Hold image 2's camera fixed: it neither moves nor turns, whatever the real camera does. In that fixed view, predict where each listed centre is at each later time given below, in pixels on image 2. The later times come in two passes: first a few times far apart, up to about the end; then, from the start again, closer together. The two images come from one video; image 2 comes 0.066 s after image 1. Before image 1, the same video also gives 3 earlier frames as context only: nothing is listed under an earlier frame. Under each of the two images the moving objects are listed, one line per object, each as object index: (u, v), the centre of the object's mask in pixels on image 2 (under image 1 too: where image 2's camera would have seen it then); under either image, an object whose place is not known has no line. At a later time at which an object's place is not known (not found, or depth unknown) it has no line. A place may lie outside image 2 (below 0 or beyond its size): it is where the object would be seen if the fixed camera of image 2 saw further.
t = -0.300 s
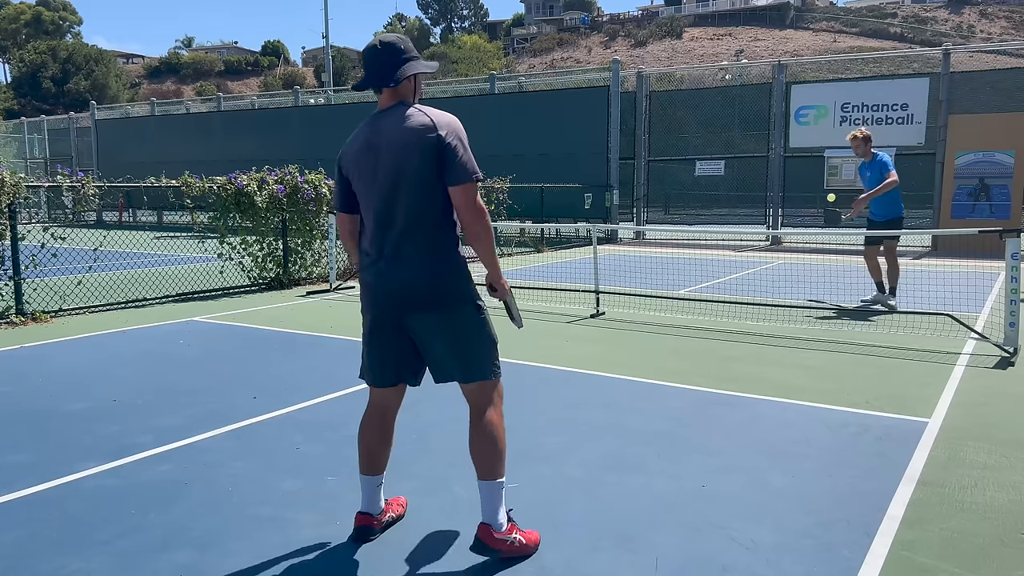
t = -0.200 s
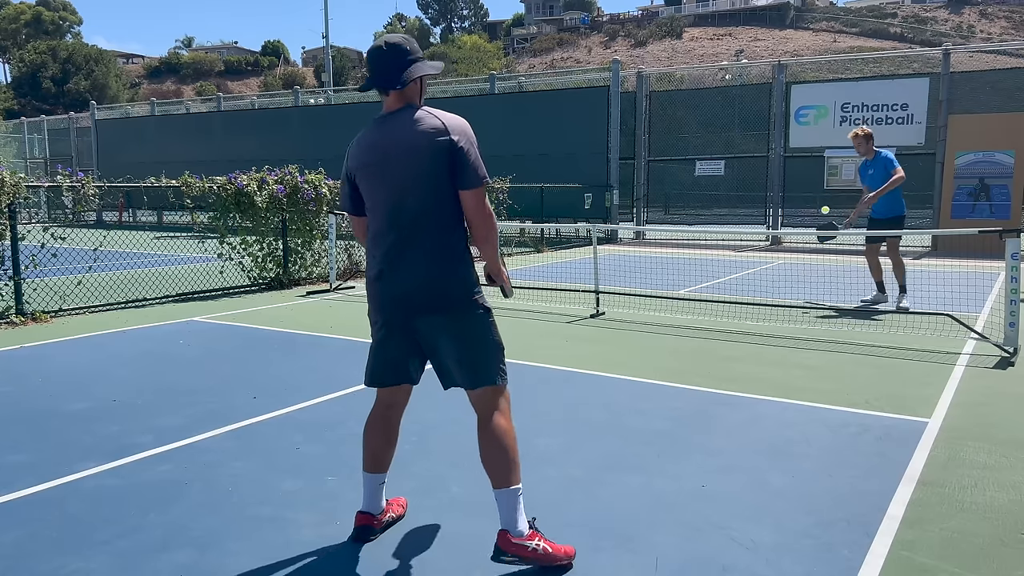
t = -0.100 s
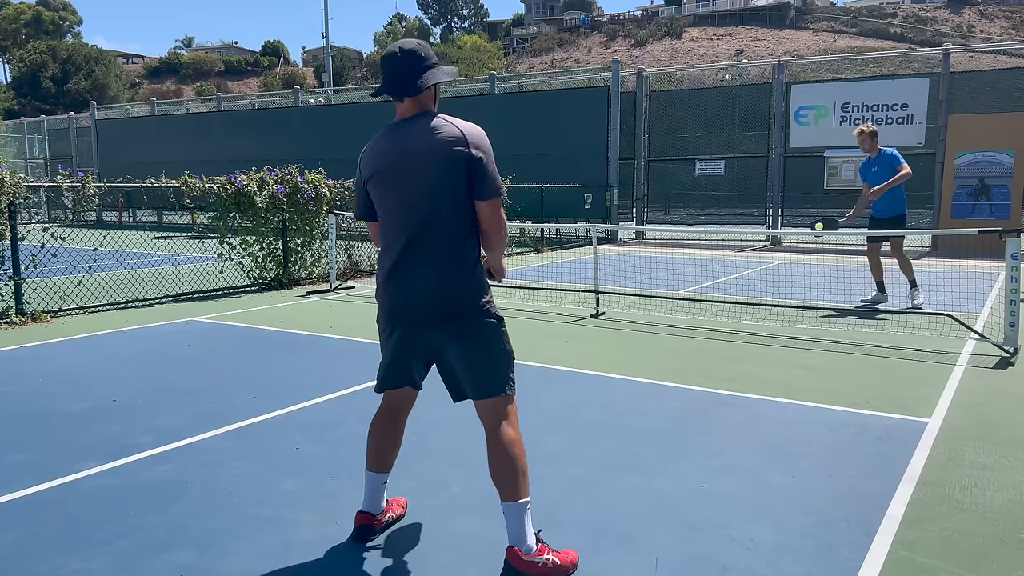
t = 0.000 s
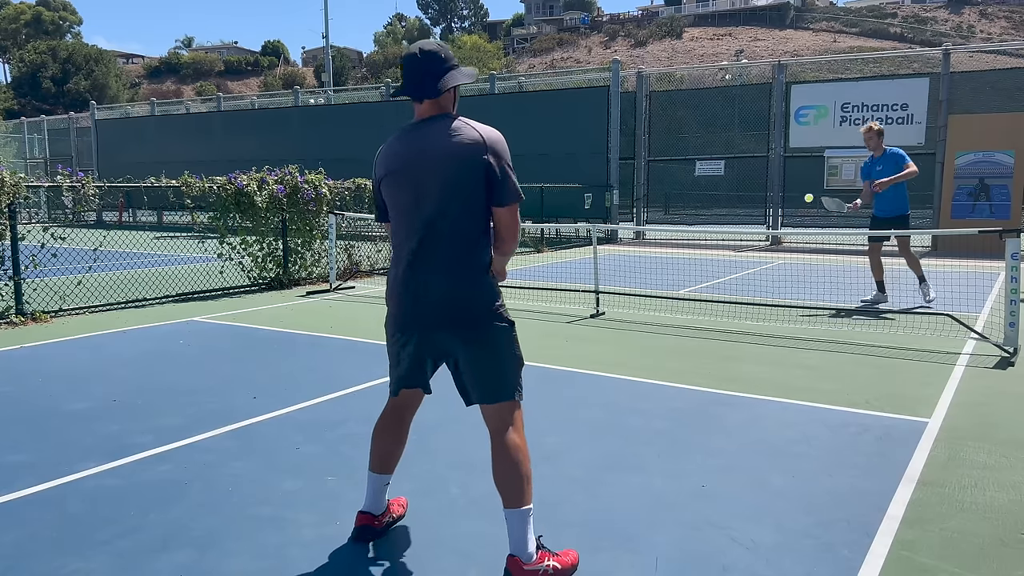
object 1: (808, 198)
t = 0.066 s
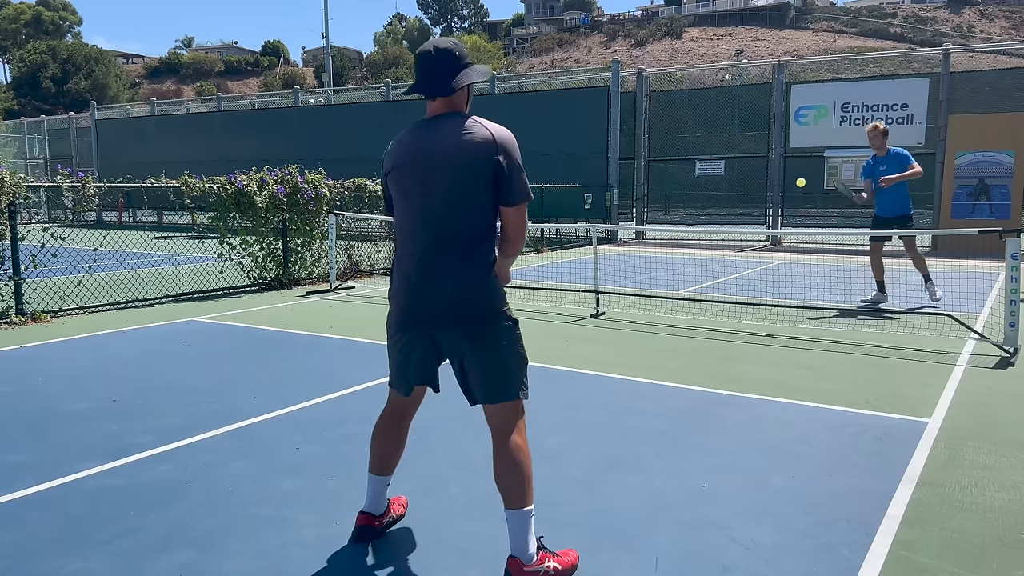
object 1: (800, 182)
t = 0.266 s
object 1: (771, 161)
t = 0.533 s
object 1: (710, 230)
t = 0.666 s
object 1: (667, 336)
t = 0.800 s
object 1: (610, 482)
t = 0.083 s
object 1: (798, 179)
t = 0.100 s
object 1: (796, 176)
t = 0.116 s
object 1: (794, 173)
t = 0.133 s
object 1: (791, 171)
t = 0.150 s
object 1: (789, 168)
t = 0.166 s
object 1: (787, 166)
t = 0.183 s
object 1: (784, 165)
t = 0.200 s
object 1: (781, 163)
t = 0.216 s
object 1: (779, 162)
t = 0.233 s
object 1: (776, 162)
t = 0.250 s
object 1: (773, 161)
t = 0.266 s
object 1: (771, 161)
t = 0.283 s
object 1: (768, 162)
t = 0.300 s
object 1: (765, 163)
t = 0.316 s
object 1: (761, 164)
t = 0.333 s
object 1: (758, 166)
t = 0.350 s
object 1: (755, 168)
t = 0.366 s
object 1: (751, 171)
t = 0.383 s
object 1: (748, 174)
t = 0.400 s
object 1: (744, 178)
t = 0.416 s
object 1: (740, 182)
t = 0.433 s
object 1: (736, 187)
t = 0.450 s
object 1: (732, 192)
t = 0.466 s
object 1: (728, 198)
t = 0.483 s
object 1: (724, 205)
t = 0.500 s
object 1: (719, 213)
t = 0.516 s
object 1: (715, 221)
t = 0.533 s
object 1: (710, 230)
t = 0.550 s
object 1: (705, 240)
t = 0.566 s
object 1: (701, 250)
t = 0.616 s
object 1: (684, 288)
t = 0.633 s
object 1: (679, 303)
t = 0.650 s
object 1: (672, 319)
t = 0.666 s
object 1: (667, 336)
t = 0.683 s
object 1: (661, 354)
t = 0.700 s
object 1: (654, 373)
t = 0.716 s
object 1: (647, 394)
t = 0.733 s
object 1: (640, 416)
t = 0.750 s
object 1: (633, 440)
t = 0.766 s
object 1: (625, 465)
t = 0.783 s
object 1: (616, 492)
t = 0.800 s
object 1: (610, 482)
